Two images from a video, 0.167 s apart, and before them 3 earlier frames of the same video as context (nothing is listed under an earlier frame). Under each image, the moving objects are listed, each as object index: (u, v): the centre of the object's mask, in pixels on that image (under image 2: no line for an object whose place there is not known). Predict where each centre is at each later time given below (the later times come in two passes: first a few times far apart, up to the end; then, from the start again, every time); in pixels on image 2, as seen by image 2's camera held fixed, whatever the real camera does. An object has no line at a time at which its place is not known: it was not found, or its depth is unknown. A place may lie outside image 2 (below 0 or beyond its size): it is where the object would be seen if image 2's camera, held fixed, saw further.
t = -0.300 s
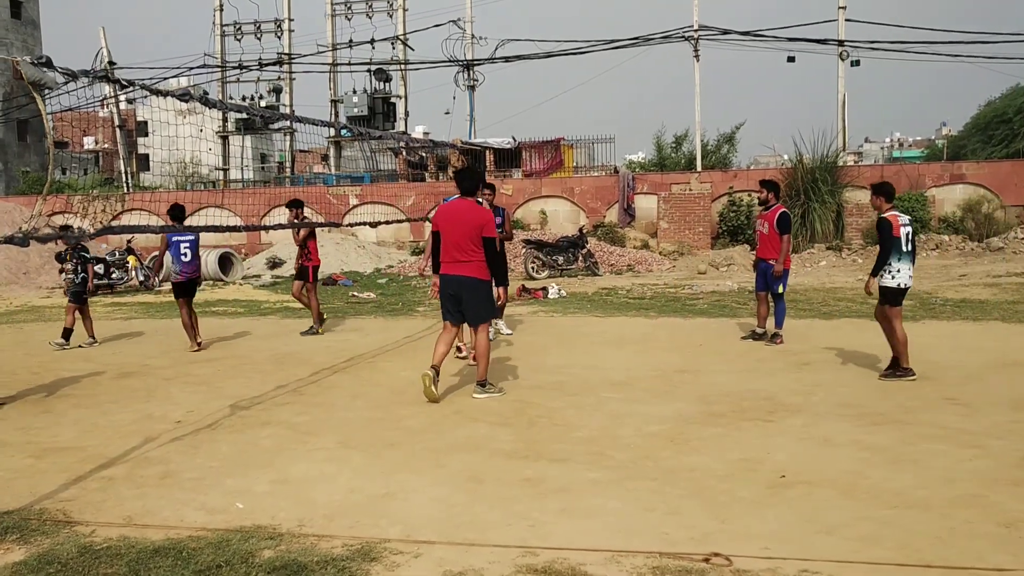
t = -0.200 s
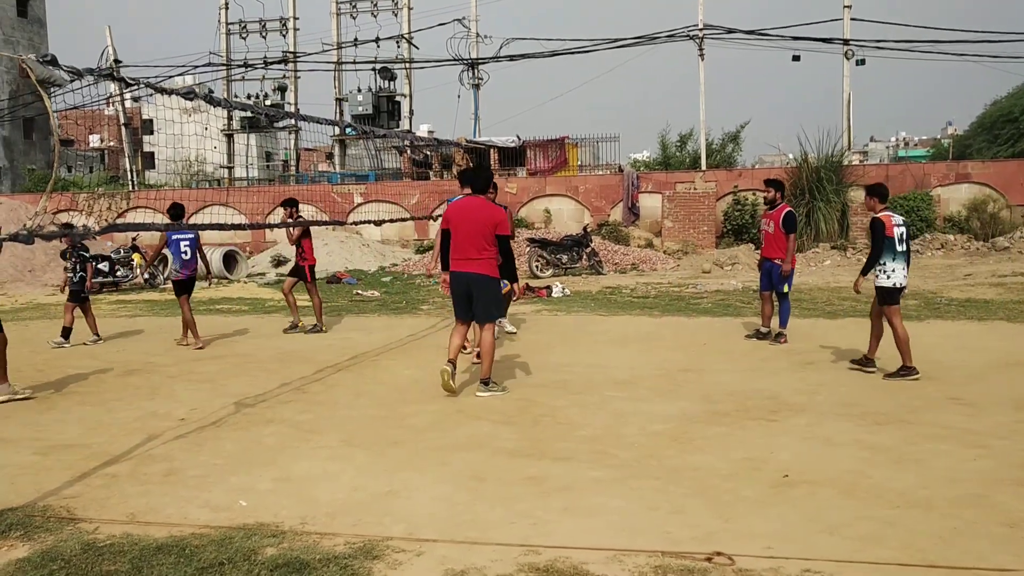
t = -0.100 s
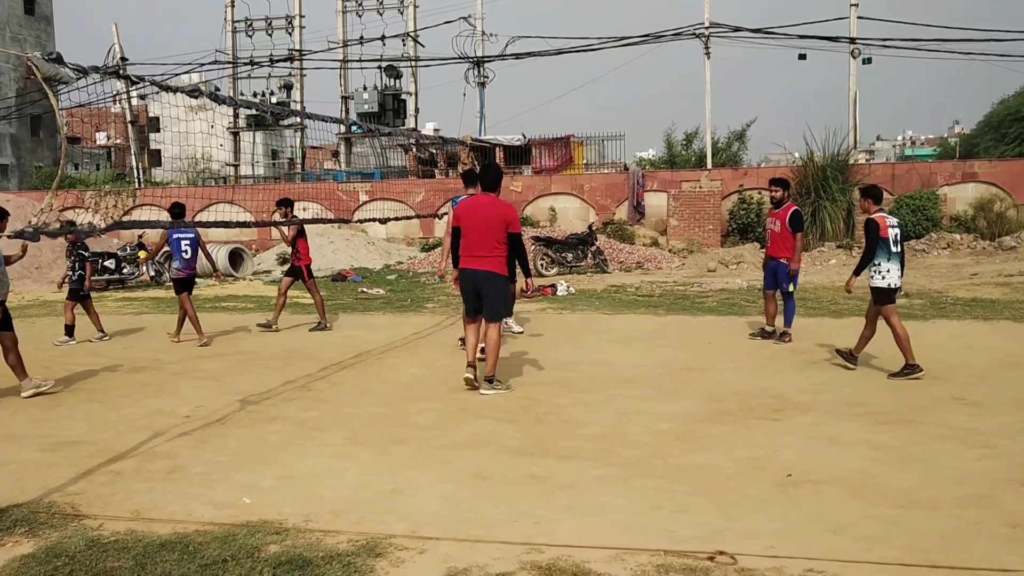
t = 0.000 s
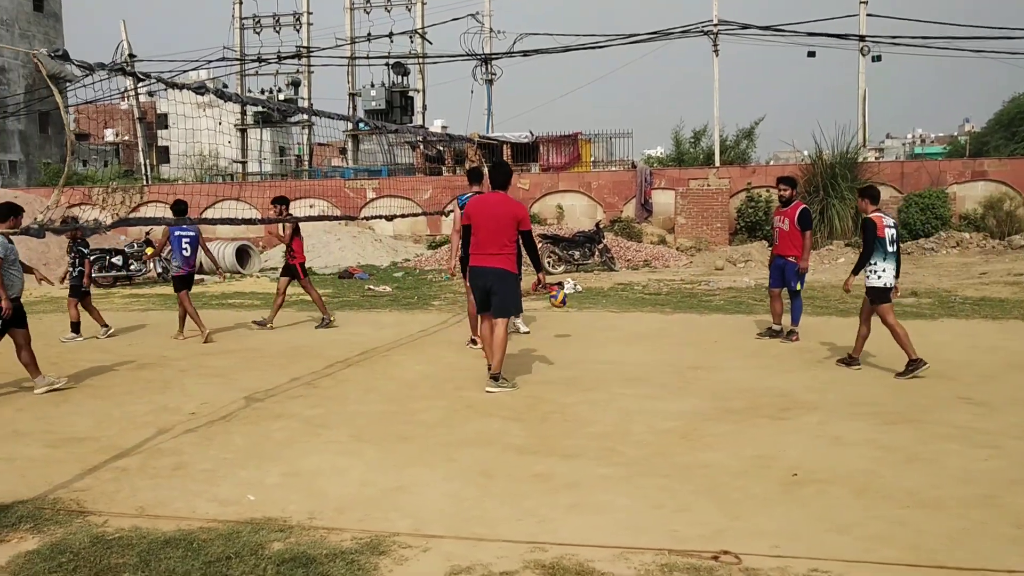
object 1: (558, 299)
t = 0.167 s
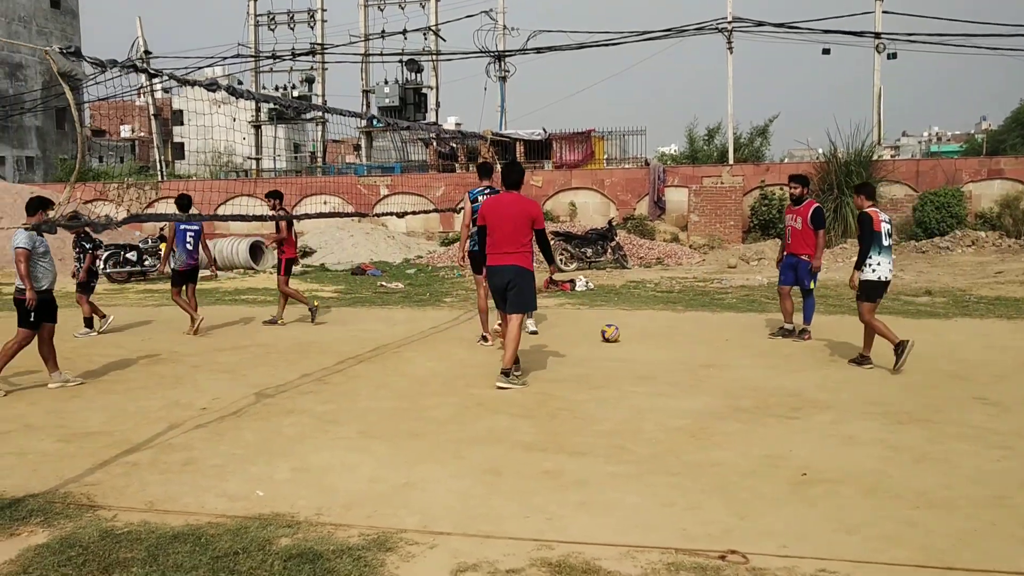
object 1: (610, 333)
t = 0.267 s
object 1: (634, 316)
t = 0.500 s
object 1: (696, 310)
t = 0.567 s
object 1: (714, 317)
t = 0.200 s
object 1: (618, 327)
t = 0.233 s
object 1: (626, 321)
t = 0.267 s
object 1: (634, 316)
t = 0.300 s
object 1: (643, 312)
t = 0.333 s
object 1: (651, 309)
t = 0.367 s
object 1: (660, 308)
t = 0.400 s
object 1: (668, 307)
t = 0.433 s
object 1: (677, 307)
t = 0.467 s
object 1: (686, 308)
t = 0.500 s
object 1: (696, 310)
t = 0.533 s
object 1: (705, 313)
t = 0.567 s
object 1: (714, 317)
